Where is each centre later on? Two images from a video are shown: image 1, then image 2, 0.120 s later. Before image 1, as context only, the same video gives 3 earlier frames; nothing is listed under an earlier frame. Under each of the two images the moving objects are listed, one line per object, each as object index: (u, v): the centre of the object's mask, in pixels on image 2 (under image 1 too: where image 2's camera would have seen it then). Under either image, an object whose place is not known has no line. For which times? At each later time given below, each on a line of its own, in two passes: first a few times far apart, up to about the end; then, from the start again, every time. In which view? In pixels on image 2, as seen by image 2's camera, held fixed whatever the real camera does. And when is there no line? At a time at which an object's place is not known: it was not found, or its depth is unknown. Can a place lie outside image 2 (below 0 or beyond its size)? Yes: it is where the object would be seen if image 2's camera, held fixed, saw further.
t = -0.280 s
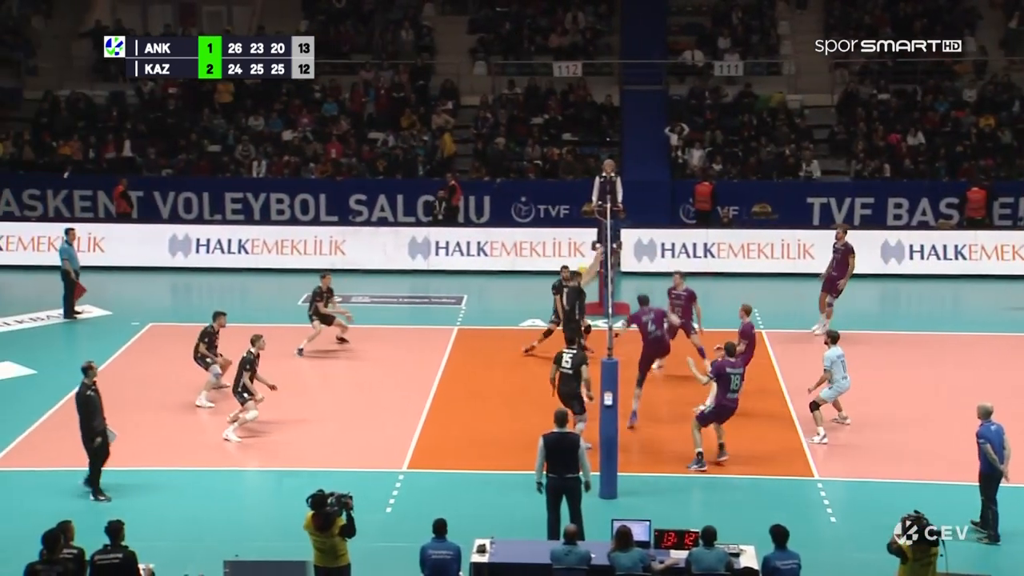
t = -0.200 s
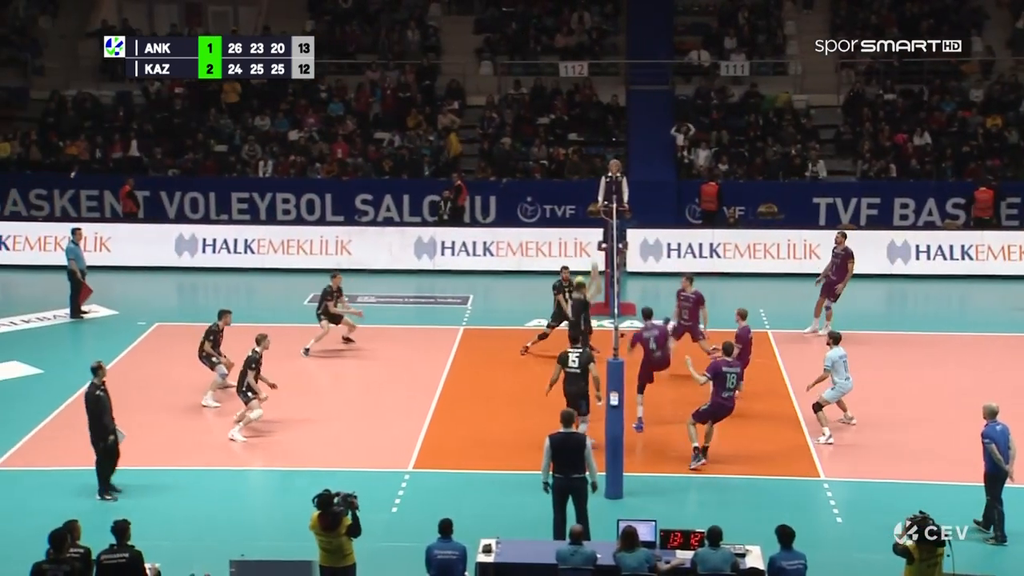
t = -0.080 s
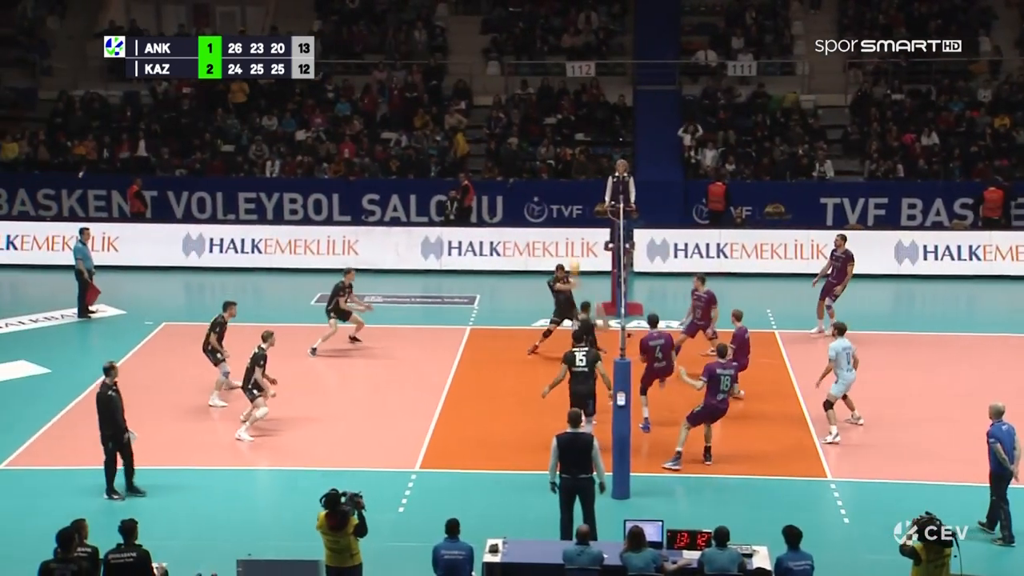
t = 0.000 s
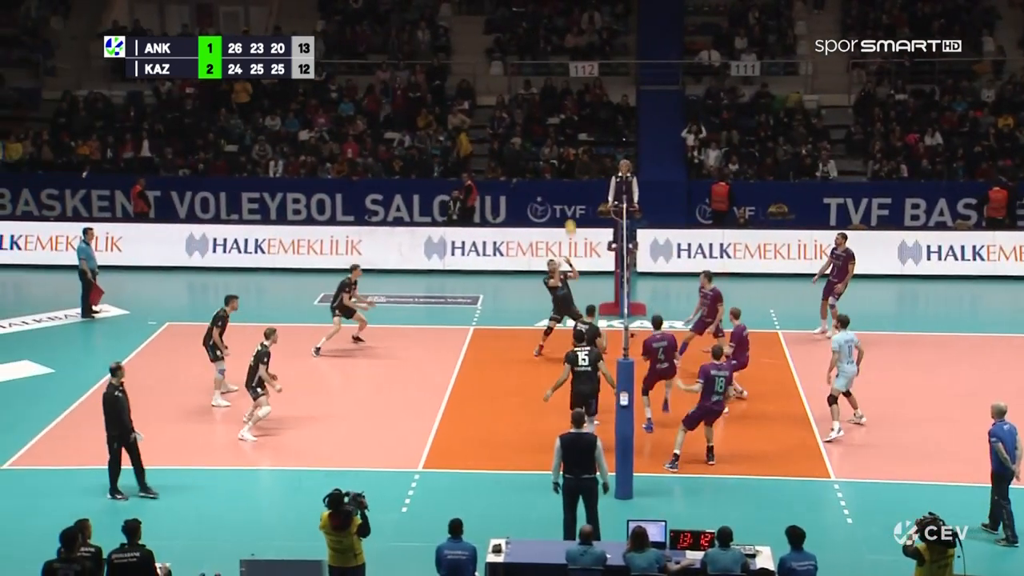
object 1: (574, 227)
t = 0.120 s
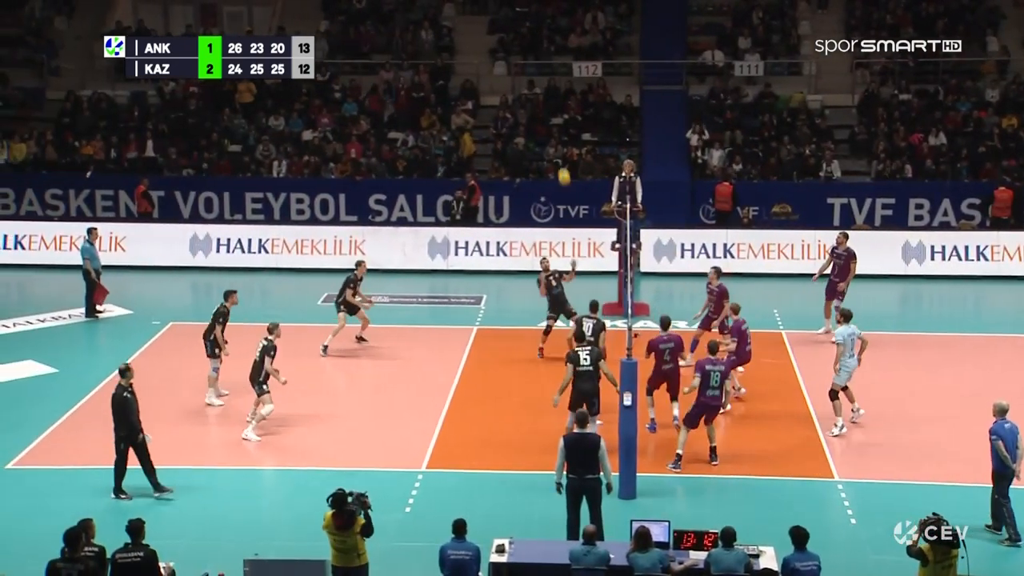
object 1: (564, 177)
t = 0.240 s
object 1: (553, 132)
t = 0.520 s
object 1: (523, 60)
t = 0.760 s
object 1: (496, 37)
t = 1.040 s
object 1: (465, 55)
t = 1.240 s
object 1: (443, 99)
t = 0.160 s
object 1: (560, 161)
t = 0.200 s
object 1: (556, 146)
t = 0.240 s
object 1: (553, 132)
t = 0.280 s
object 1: (549, 119)
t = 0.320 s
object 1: (544, 106)
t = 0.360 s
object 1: (540, 95)
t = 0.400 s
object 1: (536, 85)
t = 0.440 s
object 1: (532, 76)
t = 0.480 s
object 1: (528, 67)
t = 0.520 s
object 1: (523, 60)
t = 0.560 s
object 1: (518, 54)
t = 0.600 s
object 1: (514, 48)
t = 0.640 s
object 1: (510, 44)
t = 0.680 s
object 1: (505, 40)
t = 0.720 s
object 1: (501, 38)
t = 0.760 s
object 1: (496, 37)
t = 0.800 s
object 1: (492, 36)
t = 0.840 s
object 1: (488, 37)
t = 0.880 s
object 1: (483, 38)
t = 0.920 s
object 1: (479, 41)
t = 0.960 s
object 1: (474, 44)
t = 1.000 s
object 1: (470, 49)
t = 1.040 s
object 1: (465, 55)
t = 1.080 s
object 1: (461, 62)
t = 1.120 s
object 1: (456, 69)
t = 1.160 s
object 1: (452, 79)
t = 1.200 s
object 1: (448, 89)
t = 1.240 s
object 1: (443, 99)
